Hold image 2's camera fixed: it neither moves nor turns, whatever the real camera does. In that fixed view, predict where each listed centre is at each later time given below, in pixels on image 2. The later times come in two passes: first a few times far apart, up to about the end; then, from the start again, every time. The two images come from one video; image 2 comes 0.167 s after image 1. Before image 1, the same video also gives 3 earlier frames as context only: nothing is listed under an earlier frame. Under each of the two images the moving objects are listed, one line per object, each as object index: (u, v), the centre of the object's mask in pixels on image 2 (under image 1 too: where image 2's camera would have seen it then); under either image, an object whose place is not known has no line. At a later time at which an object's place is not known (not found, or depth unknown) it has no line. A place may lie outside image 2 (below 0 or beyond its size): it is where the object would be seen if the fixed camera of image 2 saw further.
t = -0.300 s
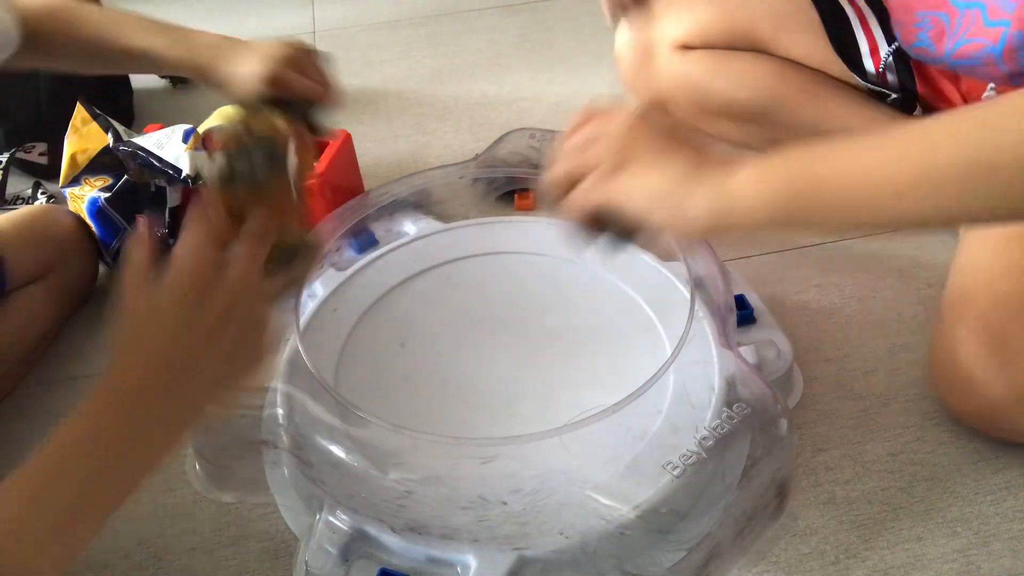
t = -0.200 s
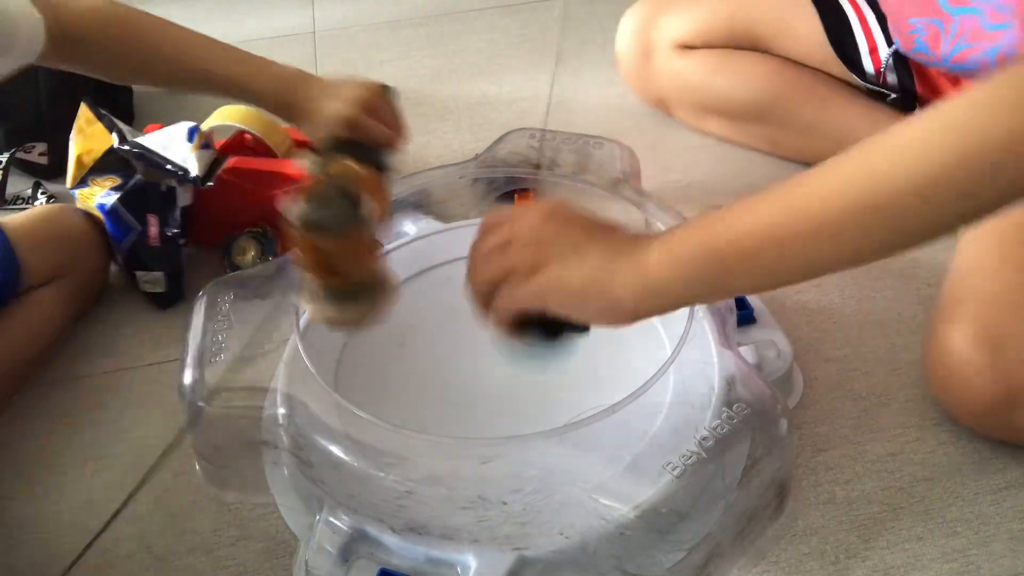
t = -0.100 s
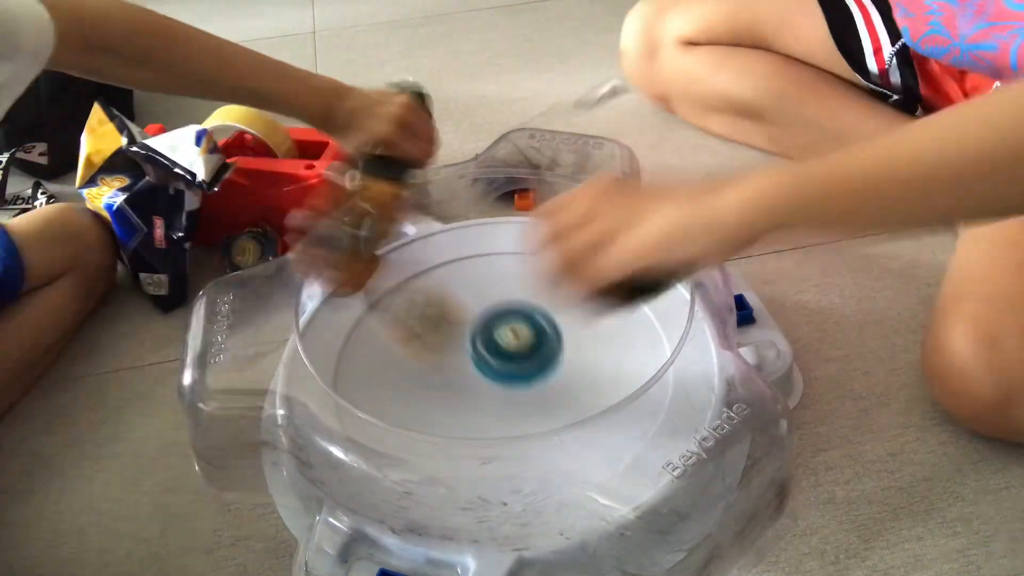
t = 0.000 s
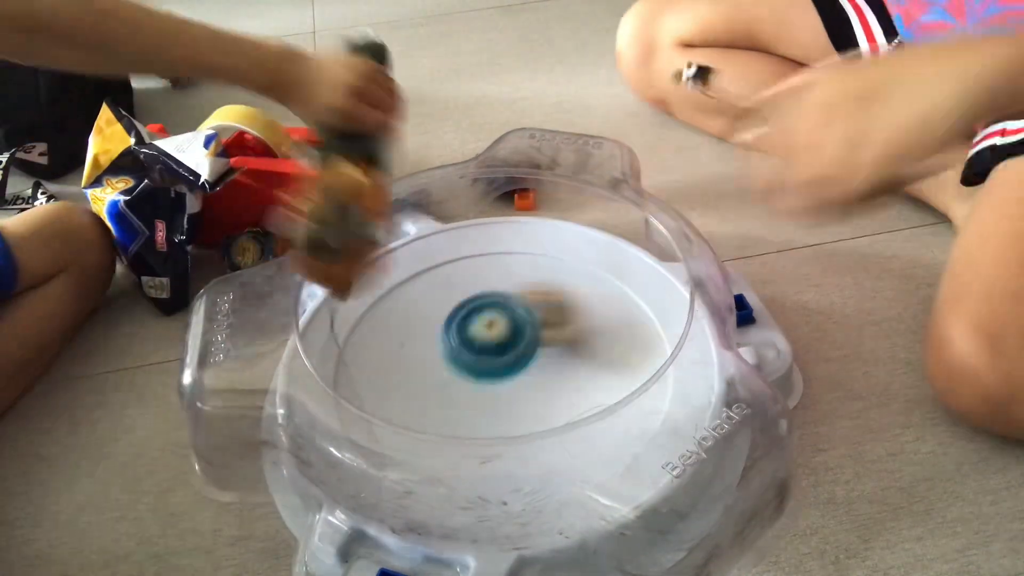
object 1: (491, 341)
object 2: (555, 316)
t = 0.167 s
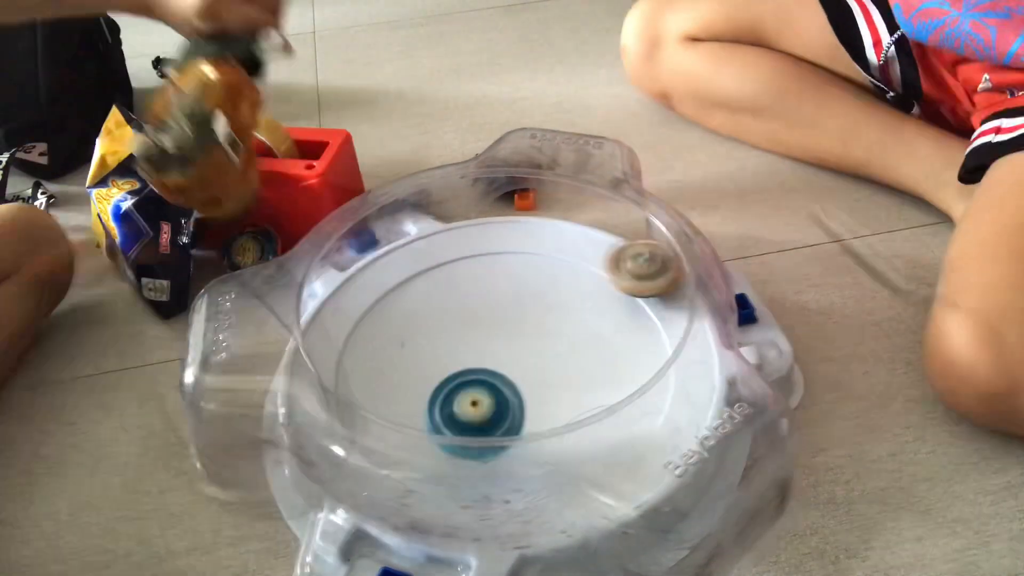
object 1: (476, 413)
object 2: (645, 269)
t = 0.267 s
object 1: (493, 415)
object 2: (629, 277)
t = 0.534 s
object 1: (571, 394)
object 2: (501, 277)
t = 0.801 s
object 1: (595, 369)
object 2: (397, 349)
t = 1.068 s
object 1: (509, 317)
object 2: (543, 453)
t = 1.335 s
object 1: (450, 372)
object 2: (647, 357)
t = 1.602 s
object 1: (548, 420)
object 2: (553, 279)
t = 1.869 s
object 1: (592, 348)
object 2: (399, 349)
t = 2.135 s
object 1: (469, 332)
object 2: (502, 467)
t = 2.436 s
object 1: (434, 429)
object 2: (648, 357)
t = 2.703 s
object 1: (564, 413)
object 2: (510, 270)
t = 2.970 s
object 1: (538, 331)
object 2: (367, 368)
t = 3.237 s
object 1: (414, 344)
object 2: (493, 477)
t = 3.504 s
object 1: (447, 412)
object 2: (640, 367)
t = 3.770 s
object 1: (553, 383)
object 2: (518, 268)
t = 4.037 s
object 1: (497, 313)
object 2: (367, 344)
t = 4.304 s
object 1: (415, 362)
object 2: (459, 470)
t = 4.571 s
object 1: (505, 405)
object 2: (623, 367)
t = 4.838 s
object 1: (546, 329)
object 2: (526, 263)
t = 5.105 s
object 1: (456, 316)
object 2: (370, 321)
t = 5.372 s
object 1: (469, 391)
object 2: (434, 453)
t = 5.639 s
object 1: (562, 356)
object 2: (624, 407)
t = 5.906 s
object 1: (512, 305)
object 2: (600, 294)
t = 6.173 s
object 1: (447, 365)
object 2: (462, 290)
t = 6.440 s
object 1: (513, 412)
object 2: (417, 385)
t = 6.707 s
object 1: (599, 368)
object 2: (501, 427)
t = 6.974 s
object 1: (590, 311)
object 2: (557, 384)
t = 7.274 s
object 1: (515, 292)
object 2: (489, 376)
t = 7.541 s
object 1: (473, 334)
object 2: (481, 408)
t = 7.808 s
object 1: (477, 344)
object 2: (542, 405)
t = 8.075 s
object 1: (475, 335)
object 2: (564, 377)
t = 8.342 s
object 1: (448, 336)
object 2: (524, 364)
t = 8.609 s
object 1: (444, 347)
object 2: (518, 381)
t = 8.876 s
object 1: (428, 328)
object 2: (565, 392)
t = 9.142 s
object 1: (440, 349)
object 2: (557, 362)
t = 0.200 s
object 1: (479, 423)
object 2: (644, 270)
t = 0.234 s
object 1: (492, 435)
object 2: (638, 273)
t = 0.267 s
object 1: (493, 415)
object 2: (629, 277)
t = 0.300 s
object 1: (502, 413)
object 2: (619, 284)
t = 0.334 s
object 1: (515, 407)
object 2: (604, 291)
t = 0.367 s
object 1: (528, 400)
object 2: (587, 297)
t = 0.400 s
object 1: (540, 390)
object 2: (569, 304)
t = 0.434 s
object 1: (551, 381)
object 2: (550, 307)
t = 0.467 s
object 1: (560, 387)
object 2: (534, 299)
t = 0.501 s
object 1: (566, 392)
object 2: (518, 286)
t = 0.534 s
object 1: (571, 394)
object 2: (501, 277)
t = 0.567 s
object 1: (576, 395)
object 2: (484, 272)
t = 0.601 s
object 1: (585, 400)
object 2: (466, 272)
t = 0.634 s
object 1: (590, 399)
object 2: (450, 276)
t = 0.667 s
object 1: (593, 395)
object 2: (434, 284)
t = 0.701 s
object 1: (592, 386)
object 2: (420, 298)
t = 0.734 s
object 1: (595, 380)
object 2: (408, 313)
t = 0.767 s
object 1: (596, 377)
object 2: (400, 330)
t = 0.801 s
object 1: (595, 369)
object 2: (397, 349)
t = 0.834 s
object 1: (590, 360)
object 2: (399, 370)
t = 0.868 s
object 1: (582, 351)
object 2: (407, 388)
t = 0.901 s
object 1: (573, 341)
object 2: (419, 410)
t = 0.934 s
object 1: (562, 333)
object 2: (437, 425)
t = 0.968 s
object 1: (549, 326)
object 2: (458, 439)
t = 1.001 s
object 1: (536, 321)
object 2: (486, 449)
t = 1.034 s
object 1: (522, 319)
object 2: (513, 454)
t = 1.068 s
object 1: (509, 317)
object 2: (543, 453)
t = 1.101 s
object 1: (495, 321)
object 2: (571, 447)
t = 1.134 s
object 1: (483, 324)
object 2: (593, 441)
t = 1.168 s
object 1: (472, 329)
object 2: (612, 428)
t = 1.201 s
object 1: (461, 337)
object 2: (625, 415)
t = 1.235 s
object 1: (455, 344)
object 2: (637, 401)
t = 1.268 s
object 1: (450, 353)
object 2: (644, 387)
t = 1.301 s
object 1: (448, 363)
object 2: (647, 372)
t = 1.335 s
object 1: (450, 372)
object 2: (647, 357)
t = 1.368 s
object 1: (454, 384)
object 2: (641, 342)
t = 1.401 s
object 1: (461, 395)
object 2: (640, 330)
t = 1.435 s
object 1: (473, 405)
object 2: (632, 319)
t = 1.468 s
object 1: (486, 410)
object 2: (621, 308)
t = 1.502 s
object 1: (502, 412)
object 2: (607, 298)
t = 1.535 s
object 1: (516, 411)
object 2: (591, 290)
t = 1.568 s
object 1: (533, 421)
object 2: (574, 283)
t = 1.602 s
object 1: (548, 420)
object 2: (553, 279)
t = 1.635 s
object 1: (563, 412)
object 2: (530, 276)
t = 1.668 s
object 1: (576, 404)
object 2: (508, 278)
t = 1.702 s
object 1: (584, 394)
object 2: (485, 283)
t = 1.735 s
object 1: (593, 386)
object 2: (463, 290)
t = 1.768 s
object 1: (599, 378)
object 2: (443, 301)
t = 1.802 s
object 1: (601, 369)
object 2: (424, 314)
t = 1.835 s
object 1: (599, 358)
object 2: (410, 330)
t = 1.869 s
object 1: (592, 348)
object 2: (399, 349)
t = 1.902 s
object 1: (583, 339)
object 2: (393, 370)
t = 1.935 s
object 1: (570, 332)
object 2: (396, 388)
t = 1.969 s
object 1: (556, 327)
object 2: (398, 411)
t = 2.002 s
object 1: (539, 324)
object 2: (412, 433)
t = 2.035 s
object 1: (521, 324)
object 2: (428, 445)
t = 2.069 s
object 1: (503, 326)
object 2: (451, 457)
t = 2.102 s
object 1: (485, 329)
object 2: (474, 465)
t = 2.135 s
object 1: (469, 332)
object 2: (502, 467)
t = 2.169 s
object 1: (454, 341)
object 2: (528, 466)
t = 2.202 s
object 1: (441, 349)
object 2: (556, 461)
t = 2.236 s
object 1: (431, 358)
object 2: (580, 450)
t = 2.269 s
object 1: (423, 371)
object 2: (599, 441)
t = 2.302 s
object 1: (419, 382)
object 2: (618, 427)
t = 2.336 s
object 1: (417, 395)
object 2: (633, 412)
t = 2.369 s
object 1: (422, 403)
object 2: (644, 393)
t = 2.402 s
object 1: (426, 417)
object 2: (648, 376)
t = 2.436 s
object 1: (434, 429)
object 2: (648, 357)
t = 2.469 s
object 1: (445, 443)
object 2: (642, 337)
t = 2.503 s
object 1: (465, 446)
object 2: (638, 323)
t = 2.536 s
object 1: (486, 450)
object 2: (625, 307)
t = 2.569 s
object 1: (505, 447)
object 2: (605, 293)
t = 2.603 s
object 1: (523, 448)
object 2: (586, 283)
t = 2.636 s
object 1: (539, 441)
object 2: (562, 276)
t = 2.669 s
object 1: (554, 429)
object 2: (536, 271)
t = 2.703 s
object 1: (564, 413)
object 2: (510, 270)
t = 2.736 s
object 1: (568, 401)
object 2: (483, 273)
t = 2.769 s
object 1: (577, 392)
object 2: (458, 278)
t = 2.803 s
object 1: (581, 381)
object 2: (432, 288)
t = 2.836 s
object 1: (579, 367)
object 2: (410, 300)
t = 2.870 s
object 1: (574, 356)
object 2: (392, 317)
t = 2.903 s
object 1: (564, 346)
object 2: (377, 333)
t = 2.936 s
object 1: (552, 337)
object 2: (368, 351)
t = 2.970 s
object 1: (538, 331)
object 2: (367, 368)
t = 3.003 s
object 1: (521, 326)
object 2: (373, 382)
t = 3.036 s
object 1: (504, 322)
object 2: (372, 407)
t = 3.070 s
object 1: (486, 323)
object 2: (384, 424)
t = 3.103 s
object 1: (468, 324)
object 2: (397, 439)
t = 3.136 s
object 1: (452, 327)
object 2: (413, 454)
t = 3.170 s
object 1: (436, 332)
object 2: (435, 464)
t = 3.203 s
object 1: (424, 337)
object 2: (463, 472)
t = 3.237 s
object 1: (414, 344)
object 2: (493, 477)
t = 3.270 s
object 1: (407, 353)
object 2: (521, 476)
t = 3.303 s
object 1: (403, 363)
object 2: (548, 467)
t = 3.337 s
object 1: (404, 372)
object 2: (574, 454)
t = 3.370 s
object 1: (406, 385)
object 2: (594, 443)
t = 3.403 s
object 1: (411, 394)
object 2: (614, 429)
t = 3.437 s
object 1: (421, 401)
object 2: (629, 409)
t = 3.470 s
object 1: (432, 405)
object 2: (638, 390)
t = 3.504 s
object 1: (447, 412)
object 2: (640, 367)
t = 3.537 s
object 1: (461, 415)
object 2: (637, 347)
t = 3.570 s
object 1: (478, 416)
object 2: (634, 331)
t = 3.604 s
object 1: (494, 416)
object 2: (622, 314)
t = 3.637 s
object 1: (509, 414)
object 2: (605, 298)
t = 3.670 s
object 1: (524, 409)
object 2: (587, 287)
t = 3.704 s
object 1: (536, 404)
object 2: (565, 277)
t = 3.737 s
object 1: (547, 395)
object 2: (543, 271)
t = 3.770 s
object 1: (553, 383)
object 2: (518, 268)
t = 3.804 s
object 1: (555, 371)
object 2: (492, 268)
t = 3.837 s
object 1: (555, 360)
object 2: (468, 271)
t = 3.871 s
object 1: (552, 349)
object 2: (446, 277)
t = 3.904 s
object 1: (545, 339)
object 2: (424, 287)
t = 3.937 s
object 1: (536, 330)
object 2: (406, 298)
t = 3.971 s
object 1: (525, 322)
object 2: (389, 311)
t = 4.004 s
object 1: (512, 317)
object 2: (376, 325)
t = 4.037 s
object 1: (497, 313)
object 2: (367, 344)
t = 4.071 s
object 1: (482, 311)
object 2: (362, 362)
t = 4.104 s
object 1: (468, 312)
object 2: (367, 378)
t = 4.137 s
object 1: (454, 315)
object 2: (365, 401)
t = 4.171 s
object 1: (441, 319)
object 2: (375, 420)
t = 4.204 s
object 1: (430, 329)
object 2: (389, 436)
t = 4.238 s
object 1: (421, 339)
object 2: (408, 452)
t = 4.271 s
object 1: (416, 351)
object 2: (435, 463)
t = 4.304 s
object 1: (415, 362)
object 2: (459, 470)
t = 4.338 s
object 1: (416, 374)
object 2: (489, 471)
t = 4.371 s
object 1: (422, 385)
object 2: (519, 467)
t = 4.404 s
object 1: (431, 395)
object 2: (549, 455)
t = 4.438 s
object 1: (444, 403)
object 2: (572, 446)
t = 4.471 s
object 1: (460, 406)
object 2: (593, 433)
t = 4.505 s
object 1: (476, 407)
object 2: (610, 414)
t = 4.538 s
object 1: (491, 406)
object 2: (624, 393)
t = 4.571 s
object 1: (505, 405)
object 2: (623, 367)
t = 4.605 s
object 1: (521, 399)
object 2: (629, 351)
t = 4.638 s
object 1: (532, 391)
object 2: (627, 334)
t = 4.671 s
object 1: (542, 381)
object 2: (618, 316)
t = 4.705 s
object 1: (549, 371)
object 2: (605, 302)
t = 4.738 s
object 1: (553, 360)
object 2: (589, 287)
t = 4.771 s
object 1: (553, 350)
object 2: (570, 277)
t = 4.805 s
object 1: (551, 339)
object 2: (549, 270)
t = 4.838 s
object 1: (546, 329)
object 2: (526, 263)
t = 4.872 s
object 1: (539, 321)
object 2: (500, 262)
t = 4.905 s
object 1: (529, 315)
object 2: (477, 262)
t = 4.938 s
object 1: (518, 308)
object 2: (455, 266)
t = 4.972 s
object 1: (506, 305)
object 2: (434, 271)
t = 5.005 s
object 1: (493, 304)
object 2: (414, 280)
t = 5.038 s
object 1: (480, 306)
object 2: (396, 292)
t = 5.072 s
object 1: (467, 308)
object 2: (382, 306)
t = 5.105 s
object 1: (456, 316)
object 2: (370, 321)
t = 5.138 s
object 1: (446, 324)
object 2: (361, 338)
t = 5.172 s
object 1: (440, 334)
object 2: (358, 357)
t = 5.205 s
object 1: (437, 344)
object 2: (363, 373)
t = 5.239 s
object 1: (436, 355)
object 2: (364, 393)
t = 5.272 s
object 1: (440, 366)
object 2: (374, 411)
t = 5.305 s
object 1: (446, 376)
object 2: (387, 429)
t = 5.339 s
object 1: (456, 384)
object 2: (408, 442)
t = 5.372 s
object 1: (469, 391)
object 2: (434, 453)
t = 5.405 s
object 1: (482, 395)
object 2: (458, 460)
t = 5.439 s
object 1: (499, 395)
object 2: (483, 464)
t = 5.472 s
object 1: (514, 390)
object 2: (514, 461)
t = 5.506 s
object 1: (528, 390)
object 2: (543, 455)
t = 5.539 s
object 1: (539, 383)
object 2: (570, 446)
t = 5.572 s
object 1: (550, 377)
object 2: (590, 434)
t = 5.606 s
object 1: (558, 367)
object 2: (610, 420)
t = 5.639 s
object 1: (562, 356)
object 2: (624, 407)
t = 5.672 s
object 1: (564, 346)
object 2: (635, 391)
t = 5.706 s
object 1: (563, 336)
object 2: (640, 375)
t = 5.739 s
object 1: (559, 327)
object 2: (638, 357)
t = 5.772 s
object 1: (553, 319)
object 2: (637, 342)
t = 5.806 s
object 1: (545, 313)
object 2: (635, 330)
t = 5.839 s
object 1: (535, 308)
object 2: (626, 317)
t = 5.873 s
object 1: (524, 306)
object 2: (615, 304)
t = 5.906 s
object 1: (512, 305)
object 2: (600, 294)
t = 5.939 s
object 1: (500, 307)
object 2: (584, 285)
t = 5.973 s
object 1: (485, 310)
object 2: (570, 280)
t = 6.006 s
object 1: (472, 317)
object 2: (553, 275)
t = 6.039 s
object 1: (462, 325)
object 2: (532, 275)
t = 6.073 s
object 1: (456, 334)
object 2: (513, 275)
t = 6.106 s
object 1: (452, 343)
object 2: (495, 278)
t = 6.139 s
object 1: (450, 352)
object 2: (476, 284)
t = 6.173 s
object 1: (447, 365)
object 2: (462, 290)
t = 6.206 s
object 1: (448, 379)
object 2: (447, 295)
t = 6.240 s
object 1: (450, 391)
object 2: (433, 303)
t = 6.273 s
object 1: (456, 401)
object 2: (422, 313)
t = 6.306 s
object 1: (467, 407)
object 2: (414, 326)
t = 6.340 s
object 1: (477, 408)
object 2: (410, 341)
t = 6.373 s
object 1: (490, 410)
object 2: (409, 356)
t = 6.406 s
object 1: (502, 410)
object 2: (411, 369)
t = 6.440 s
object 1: (513, 412)
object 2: (417, 385)
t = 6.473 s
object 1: (525, 411)
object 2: (429, 396)
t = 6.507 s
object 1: (536, 407)
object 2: (441, 404)
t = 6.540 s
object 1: (545, 403)
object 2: (456, 414)
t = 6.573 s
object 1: (565, 396)
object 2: (461, 420)
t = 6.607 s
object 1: (580, 389)
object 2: (467, 426)
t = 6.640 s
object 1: (591, 381)
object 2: (476, 428)
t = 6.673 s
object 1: (597, 374)
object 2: (487, 428)
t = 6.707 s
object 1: (599, 368)
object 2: (501, 427)
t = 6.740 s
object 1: (600, 360)
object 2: (517, 422)
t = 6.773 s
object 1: (600, 357)
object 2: (532, 416)
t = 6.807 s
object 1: (599, 352)
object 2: (544, 405)
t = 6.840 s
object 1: (600, 344)
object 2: (551, 401)
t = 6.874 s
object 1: (603, 333)
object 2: (554, 397)
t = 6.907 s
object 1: (602, 323)
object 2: (557, 394)
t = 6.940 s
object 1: (597, 316)
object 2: (558, 389)
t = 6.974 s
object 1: (590, 311)
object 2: (557, 384)
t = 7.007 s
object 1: (580, 307)
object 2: (554, 376)
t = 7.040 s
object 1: (572, 305)
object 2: (552, 370)
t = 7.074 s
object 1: (562, 301)
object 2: (546, 366)
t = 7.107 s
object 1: (555, 300)
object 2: (538, 363)
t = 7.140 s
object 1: (549, 296)
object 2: (526, 365)
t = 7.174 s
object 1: (543, 291)
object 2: (515, 367)
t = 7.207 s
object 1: (536, 289)
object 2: (504, 371)
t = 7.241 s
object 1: (526, 289)
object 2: (496, 374)
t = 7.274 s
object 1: (515, 292)
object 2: (489, 376)
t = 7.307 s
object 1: (505, 295)
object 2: (484, 379)
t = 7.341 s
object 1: (496, 301)
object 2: (479, 384)
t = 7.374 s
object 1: (488, 307)
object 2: (477, 387)
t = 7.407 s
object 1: (482, 314)
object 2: (476, 390)
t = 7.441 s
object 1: (478, 322)
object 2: (477, 393)
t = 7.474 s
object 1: (474, 331)
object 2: (478, 397)
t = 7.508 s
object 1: (473, 333)
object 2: (480, 403)
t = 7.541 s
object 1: (473, 334)
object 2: (481, 408)
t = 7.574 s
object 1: (473, 337)
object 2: (485, 413)
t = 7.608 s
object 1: (474, 339)
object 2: (491, 413)
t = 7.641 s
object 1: (474, 341)
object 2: (499, 414)
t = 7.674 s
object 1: (475, 345)
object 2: (507, 413)
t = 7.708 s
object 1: (476, 347)
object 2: (515, 410)
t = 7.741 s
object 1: (478, 350)
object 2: (523, 406)
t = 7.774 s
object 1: (479, 351)
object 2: (532, 404)
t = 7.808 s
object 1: (477, 344)
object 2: (542, 405)
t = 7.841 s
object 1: (474, 337)
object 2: (550, 407)
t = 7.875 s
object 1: (473, 333)
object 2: (557, 405)
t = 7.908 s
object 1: (473, 330)
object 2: (564, 402)
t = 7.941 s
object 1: (473, 330)
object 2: (566, 396)
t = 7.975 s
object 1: (473, 330)
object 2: (568, 393)
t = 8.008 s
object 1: (474, 331)
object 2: (569, 390)
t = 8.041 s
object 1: (474, 332)
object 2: (569, 384)
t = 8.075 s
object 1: (475, 335)
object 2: (564, 377)
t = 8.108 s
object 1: (476, 337)
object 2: (556, 369)
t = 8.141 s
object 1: (473, 336)
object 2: (553, 365)
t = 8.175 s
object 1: (465, 331)
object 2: (554, 364)
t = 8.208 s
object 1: (458, 328)
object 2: (551, 364)
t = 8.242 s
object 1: (454, 327)
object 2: (547, 363)
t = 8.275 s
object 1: (451, 328)
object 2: (540, 363)
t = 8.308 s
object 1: (450, 332)
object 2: (534, 365)
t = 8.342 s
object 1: (448, 336)
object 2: (524, 364)
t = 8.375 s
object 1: (442, 337)
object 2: (521, 367)
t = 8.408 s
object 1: (438, 338)
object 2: (517, 370)
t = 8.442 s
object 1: (436, 341)
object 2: (514, 372)
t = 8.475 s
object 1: (437, 343)
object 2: (513, 375)
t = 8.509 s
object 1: (438, 344)
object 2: (513, 377)
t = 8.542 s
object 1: (438, 345)
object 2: (514, 379)
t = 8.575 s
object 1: (441, 347)
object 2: (516, 381)
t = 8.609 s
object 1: (444, 347)
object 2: (518, 381)
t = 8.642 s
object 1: (445, 347)
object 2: (521, 383)
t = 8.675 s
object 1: (447, 349)
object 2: (523, 383)
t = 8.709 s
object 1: (449, 349)
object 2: (526, 382)
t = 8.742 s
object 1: (451, 350)
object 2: (526, 381)
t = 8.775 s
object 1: (449, 344)
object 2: (535, 385)
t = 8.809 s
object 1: (439, 337)
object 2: (550, 391)
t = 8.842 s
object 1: (432, 331)
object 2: (558, 393)
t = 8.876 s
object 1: (428, 328)
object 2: (565, 392)
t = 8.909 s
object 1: (424, 327)
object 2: (570, 391)
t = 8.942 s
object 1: (421, 328)
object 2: (574, 388)
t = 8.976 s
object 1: (419, 331)
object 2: (576, 384)
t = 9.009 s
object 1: (420, 335)
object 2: (575, 380)
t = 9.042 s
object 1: (423, 338)
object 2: (573, 375)
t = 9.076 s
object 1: (427, 341)
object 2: (568, 370)
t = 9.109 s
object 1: (433, 344)
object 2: (563, 365)
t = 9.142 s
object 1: (440, 349)
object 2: (557, 362)
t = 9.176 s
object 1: (447, 350)
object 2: (549, 360)
